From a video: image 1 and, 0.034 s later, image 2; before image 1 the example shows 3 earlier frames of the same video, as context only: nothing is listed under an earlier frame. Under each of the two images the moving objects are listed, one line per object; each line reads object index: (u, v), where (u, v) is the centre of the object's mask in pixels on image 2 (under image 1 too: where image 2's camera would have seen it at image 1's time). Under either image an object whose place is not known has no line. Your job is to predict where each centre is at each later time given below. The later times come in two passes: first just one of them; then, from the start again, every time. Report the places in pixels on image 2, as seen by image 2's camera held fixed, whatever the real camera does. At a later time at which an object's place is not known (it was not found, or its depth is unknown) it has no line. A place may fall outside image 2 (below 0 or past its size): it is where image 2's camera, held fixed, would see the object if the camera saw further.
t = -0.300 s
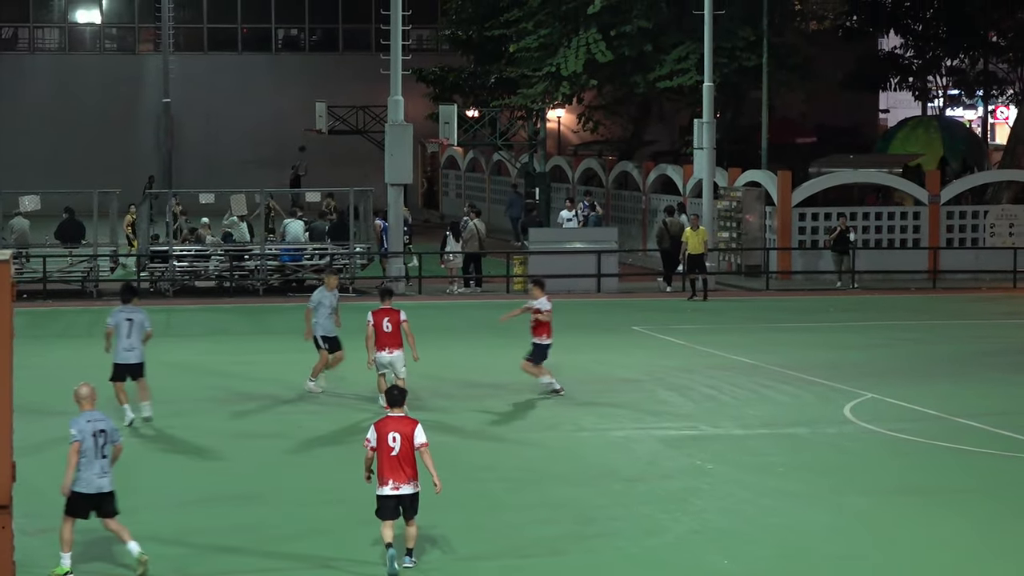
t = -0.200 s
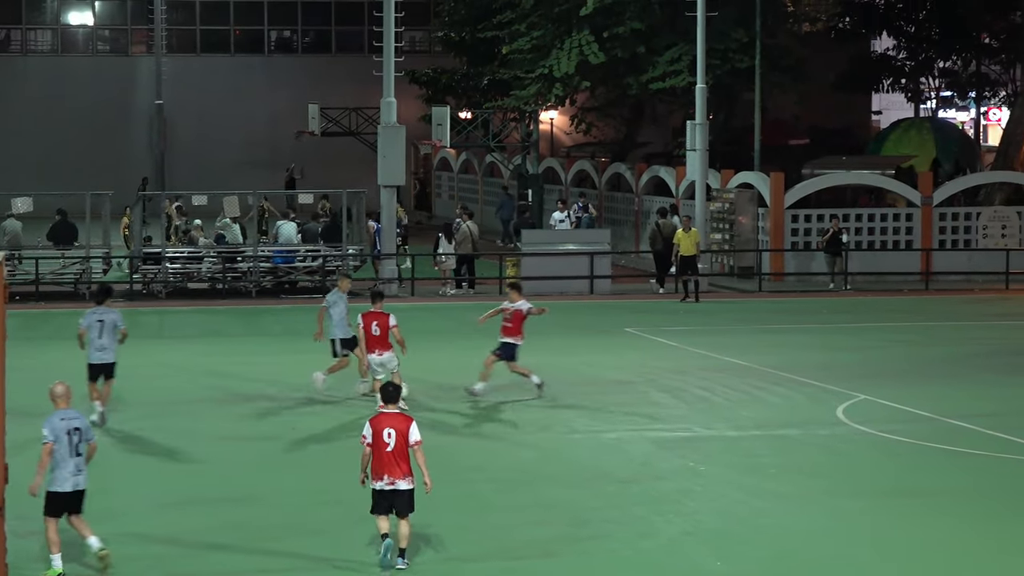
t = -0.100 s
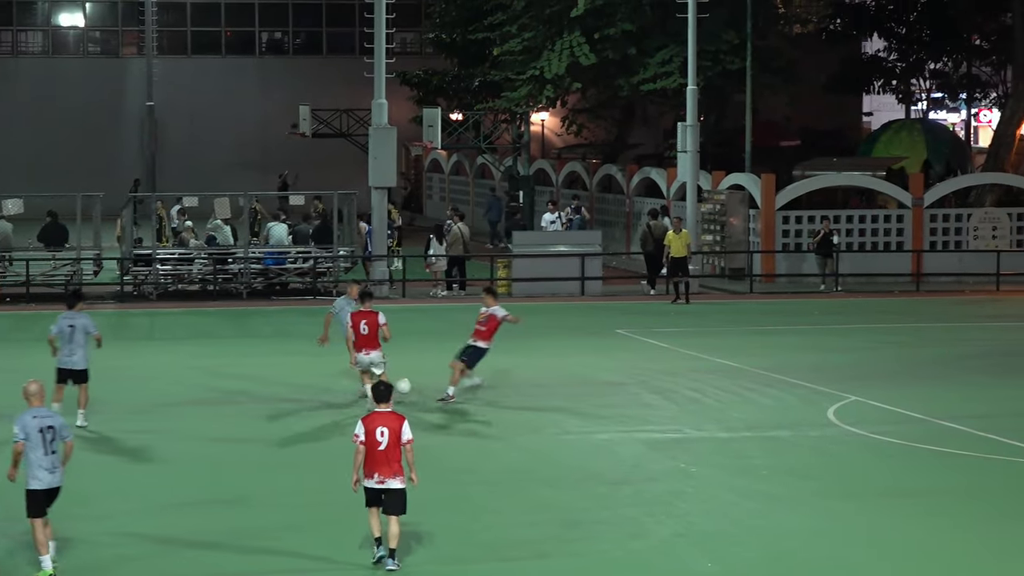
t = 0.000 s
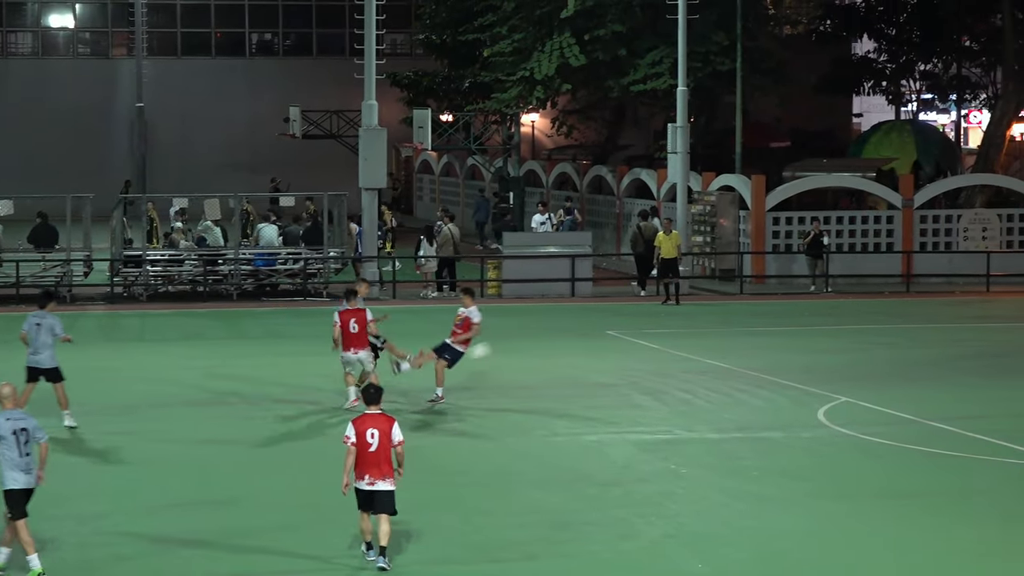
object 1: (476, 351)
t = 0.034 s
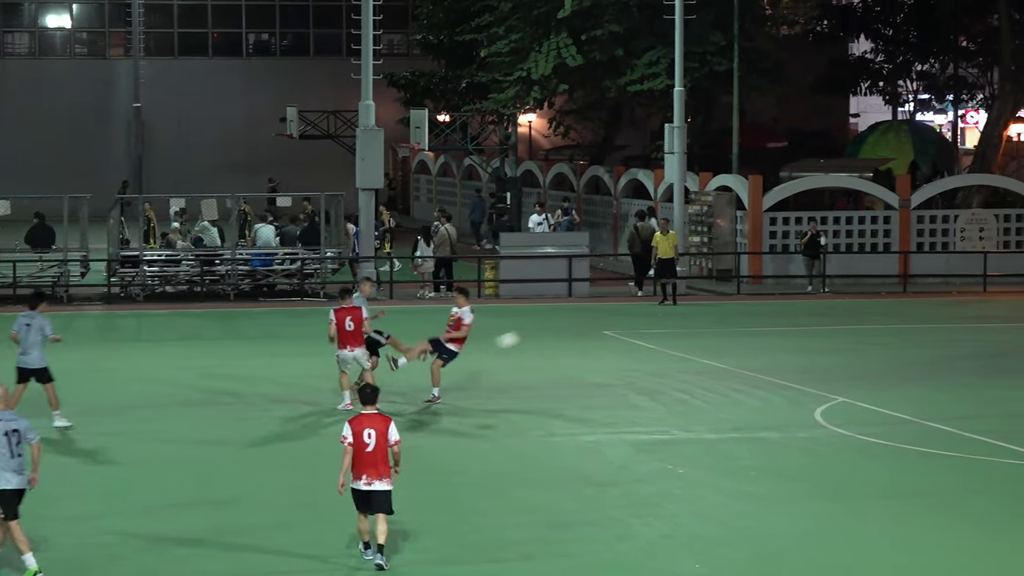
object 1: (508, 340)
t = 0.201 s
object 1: (672, 296)
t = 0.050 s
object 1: (524, 334)
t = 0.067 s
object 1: (540, 329)
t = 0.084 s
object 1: (556, 324)
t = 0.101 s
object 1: (572, 319)
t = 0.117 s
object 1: (588, 315)
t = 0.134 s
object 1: (605, 311)
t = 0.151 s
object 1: (622, 307)
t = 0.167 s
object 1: (638, 303)
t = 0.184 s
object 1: (654, 299)
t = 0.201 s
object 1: (672, 296)
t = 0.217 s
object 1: (687, 293)
